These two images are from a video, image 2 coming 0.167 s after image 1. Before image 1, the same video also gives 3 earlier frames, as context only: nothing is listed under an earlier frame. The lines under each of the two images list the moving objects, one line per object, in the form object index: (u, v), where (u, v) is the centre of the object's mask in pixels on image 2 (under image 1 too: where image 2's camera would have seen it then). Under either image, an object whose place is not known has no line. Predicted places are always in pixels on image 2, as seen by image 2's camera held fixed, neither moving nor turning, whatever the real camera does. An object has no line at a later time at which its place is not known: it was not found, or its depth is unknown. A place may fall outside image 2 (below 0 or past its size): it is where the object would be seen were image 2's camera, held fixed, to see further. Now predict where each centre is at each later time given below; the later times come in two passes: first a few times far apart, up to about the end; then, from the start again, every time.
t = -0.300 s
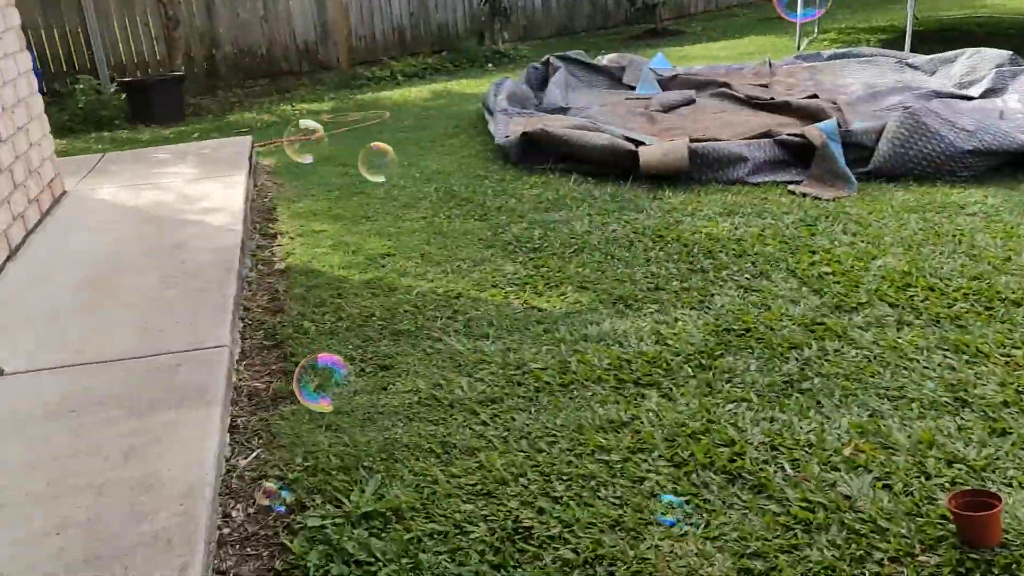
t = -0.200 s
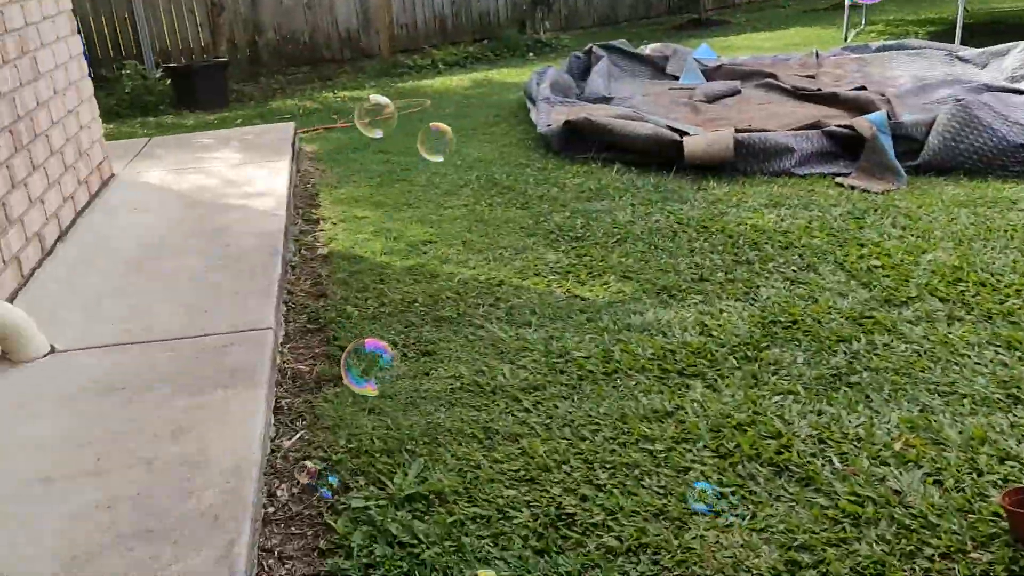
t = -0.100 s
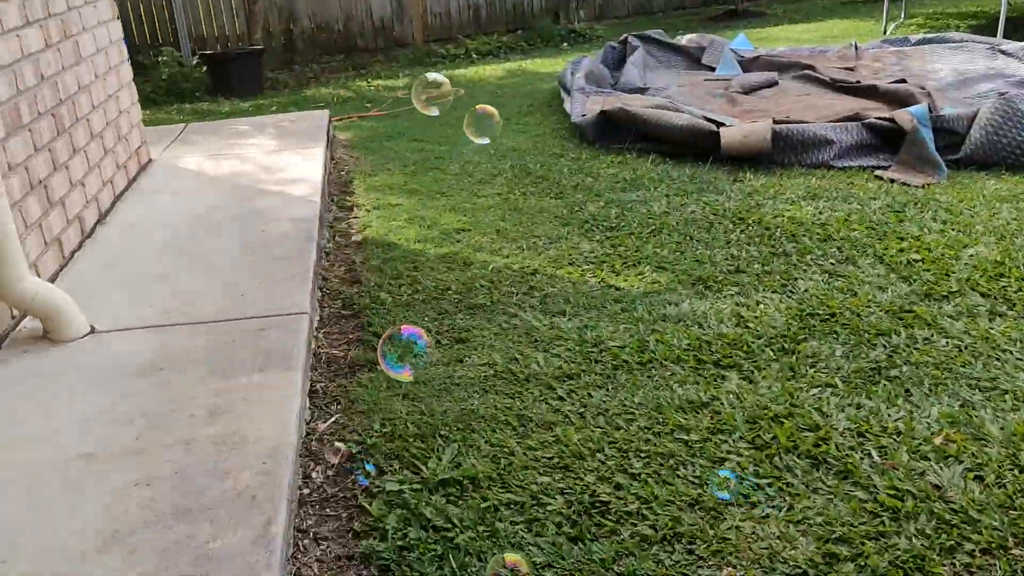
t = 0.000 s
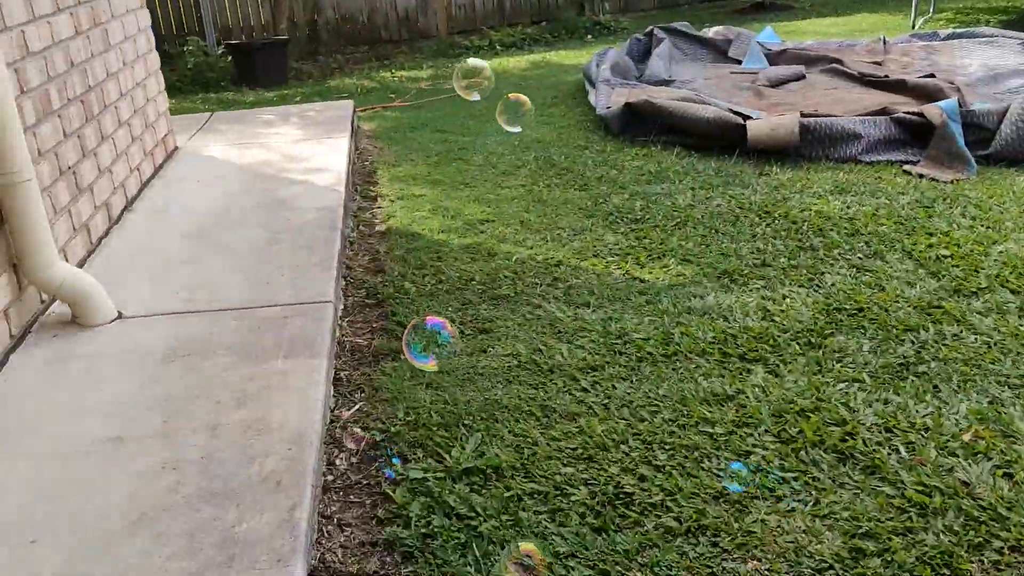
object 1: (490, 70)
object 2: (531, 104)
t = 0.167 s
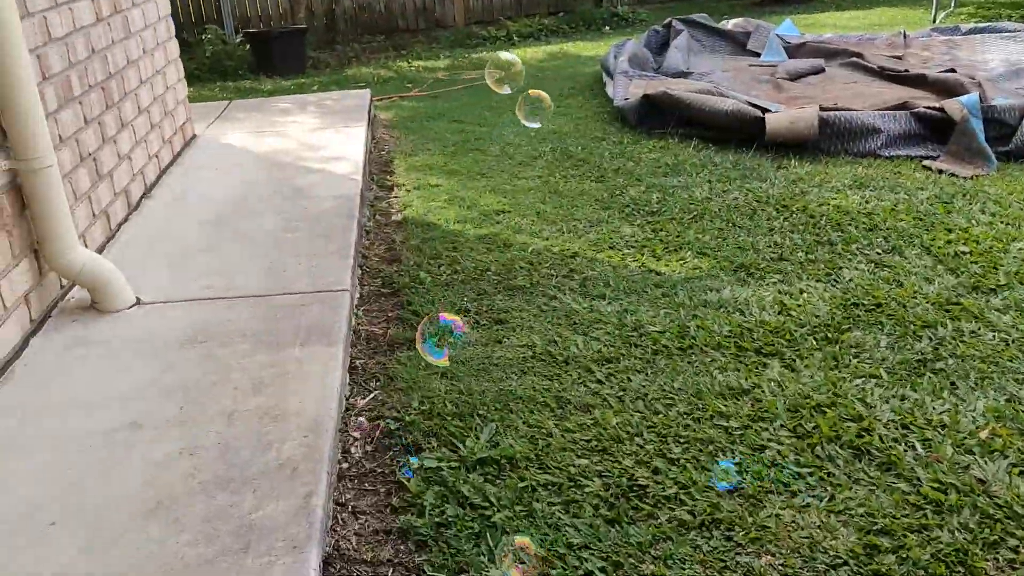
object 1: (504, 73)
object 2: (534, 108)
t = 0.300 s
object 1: (508, 81)
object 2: (530, 114)
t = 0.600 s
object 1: (509, 96)
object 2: (522, 126)
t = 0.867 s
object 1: (504, 109)
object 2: (519, 133)
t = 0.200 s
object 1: (505, 74)
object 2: (534, 110)
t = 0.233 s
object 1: (507, 77)
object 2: (532, 112)
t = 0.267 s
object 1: (508, 79)
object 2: (531, 113)
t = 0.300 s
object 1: (508, 81)
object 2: (530, 114)
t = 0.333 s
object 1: (509, 82)
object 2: (529, 115)
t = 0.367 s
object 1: (509, 83)
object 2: (528, 116)
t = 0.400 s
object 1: (509, 85)
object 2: (527, 117)
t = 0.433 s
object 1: (509, 87)
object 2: (526, 118)
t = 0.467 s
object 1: (509, 88)
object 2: (525, 120)
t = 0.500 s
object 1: (509, 90)
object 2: (524, 121)
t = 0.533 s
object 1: (509, 93)
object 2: (523, 123)
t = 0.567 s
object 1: (509, 94)
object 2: (523, 124)
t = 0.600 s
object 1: (509, 96)
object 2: (522, 126)
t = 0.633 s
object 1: (509, 99)
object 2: (522, 127)
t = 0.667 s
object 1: (509, 100)
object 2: (522, 128)
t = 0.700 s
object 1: (510, 101)
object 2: (522, 129)
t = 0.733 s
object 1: (510, 102)
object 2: (522, 129)
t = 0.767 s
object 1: (510, 104)
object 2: (522, 130)
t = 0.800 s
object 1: (509, 106)
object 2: (522, 132)
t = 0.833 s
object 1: (507, 108)
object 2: (521, 133)
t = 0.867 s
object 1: (504, 109)
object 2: (519, 133)
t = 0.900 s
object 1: (500, 110)
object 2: (516, 133)
